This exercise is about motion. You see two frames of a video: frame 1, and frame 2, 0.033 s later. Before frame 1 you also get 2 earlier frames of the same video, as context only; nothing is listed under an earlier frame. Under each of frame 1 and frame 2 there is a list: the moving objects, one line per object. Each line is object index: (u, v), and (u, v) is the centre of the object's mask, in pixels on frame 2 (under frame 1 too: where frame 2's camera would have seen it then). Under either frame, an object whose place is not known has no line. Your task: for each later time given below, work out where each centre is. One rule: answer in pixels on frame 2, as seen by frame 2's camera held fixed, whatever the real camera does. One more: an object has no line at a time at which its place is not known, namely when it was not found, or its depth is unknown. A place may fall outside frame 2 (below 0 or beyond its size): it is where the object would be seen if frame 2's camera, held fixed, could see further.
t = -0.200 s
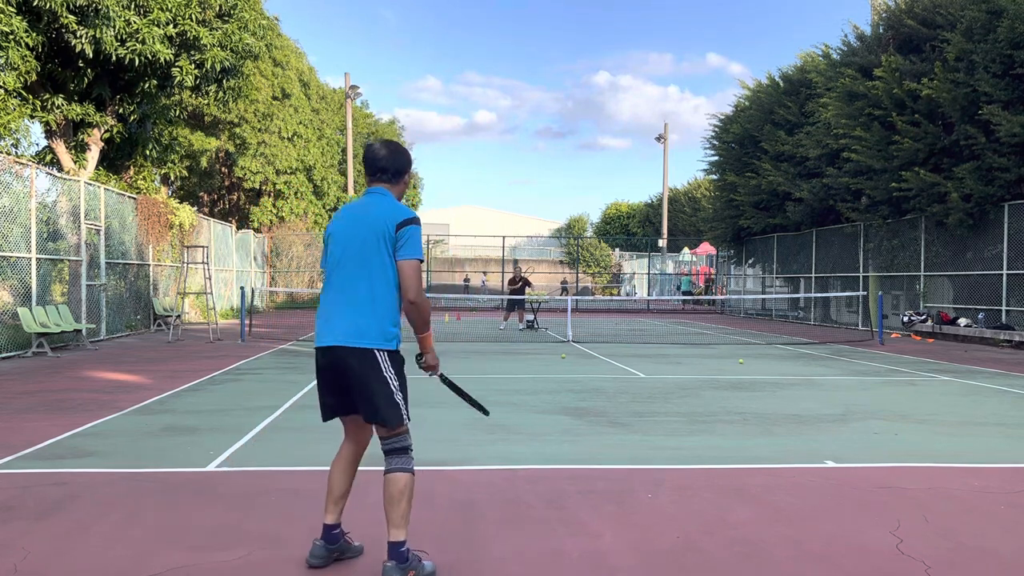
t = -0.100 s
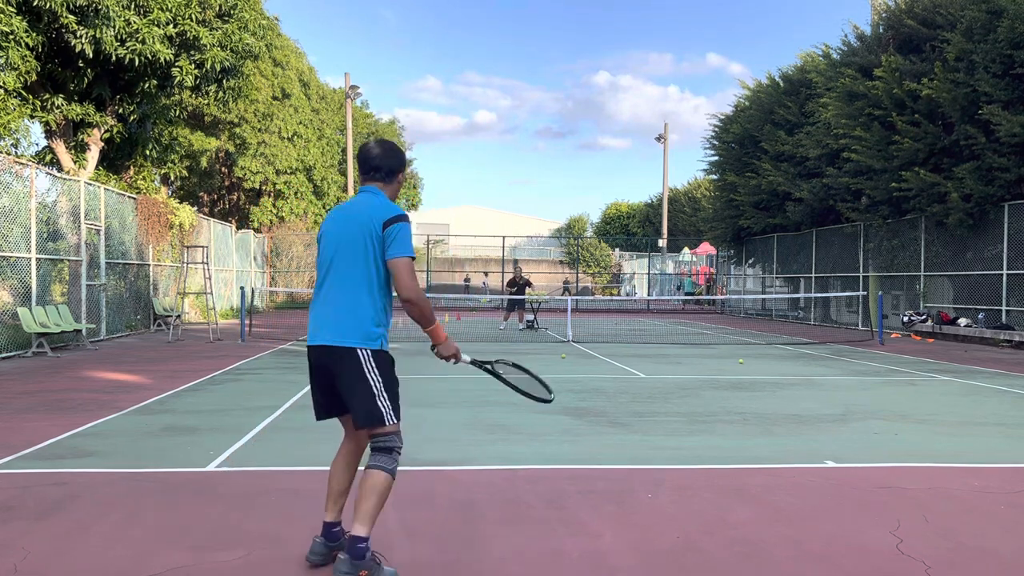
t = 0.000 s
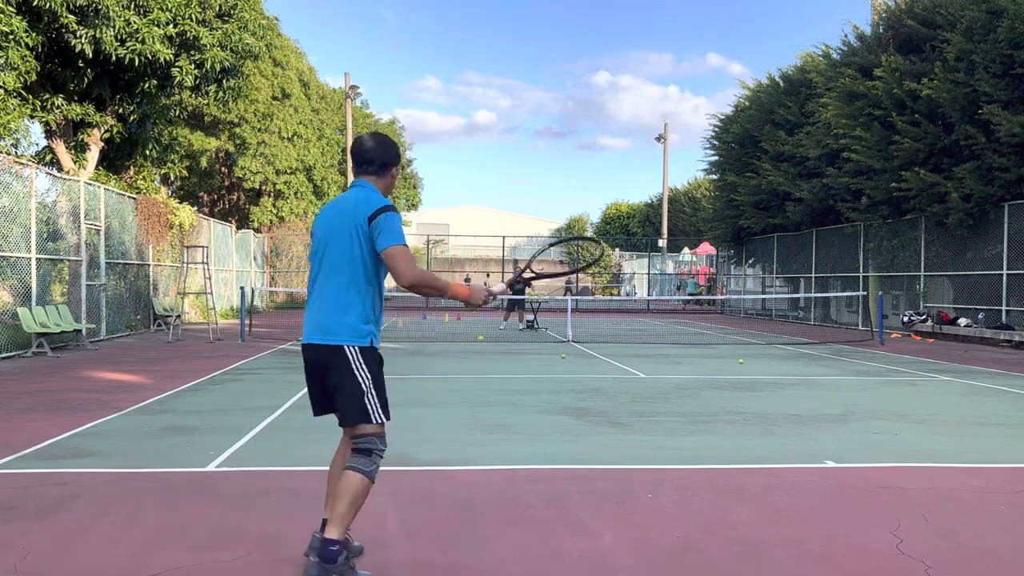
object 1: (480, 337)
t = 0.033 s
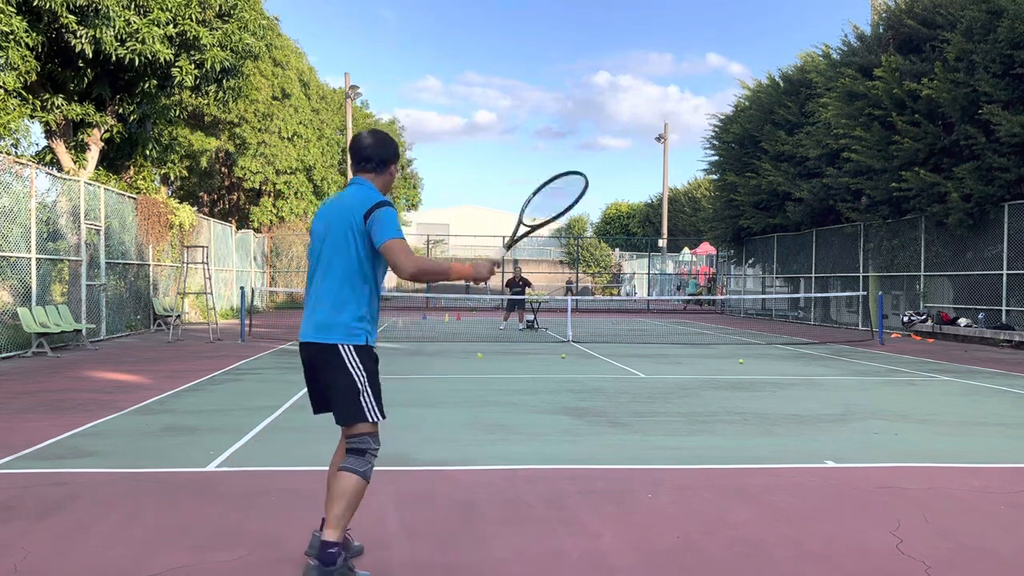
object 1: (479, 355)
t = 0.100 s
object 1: (474, 399)
